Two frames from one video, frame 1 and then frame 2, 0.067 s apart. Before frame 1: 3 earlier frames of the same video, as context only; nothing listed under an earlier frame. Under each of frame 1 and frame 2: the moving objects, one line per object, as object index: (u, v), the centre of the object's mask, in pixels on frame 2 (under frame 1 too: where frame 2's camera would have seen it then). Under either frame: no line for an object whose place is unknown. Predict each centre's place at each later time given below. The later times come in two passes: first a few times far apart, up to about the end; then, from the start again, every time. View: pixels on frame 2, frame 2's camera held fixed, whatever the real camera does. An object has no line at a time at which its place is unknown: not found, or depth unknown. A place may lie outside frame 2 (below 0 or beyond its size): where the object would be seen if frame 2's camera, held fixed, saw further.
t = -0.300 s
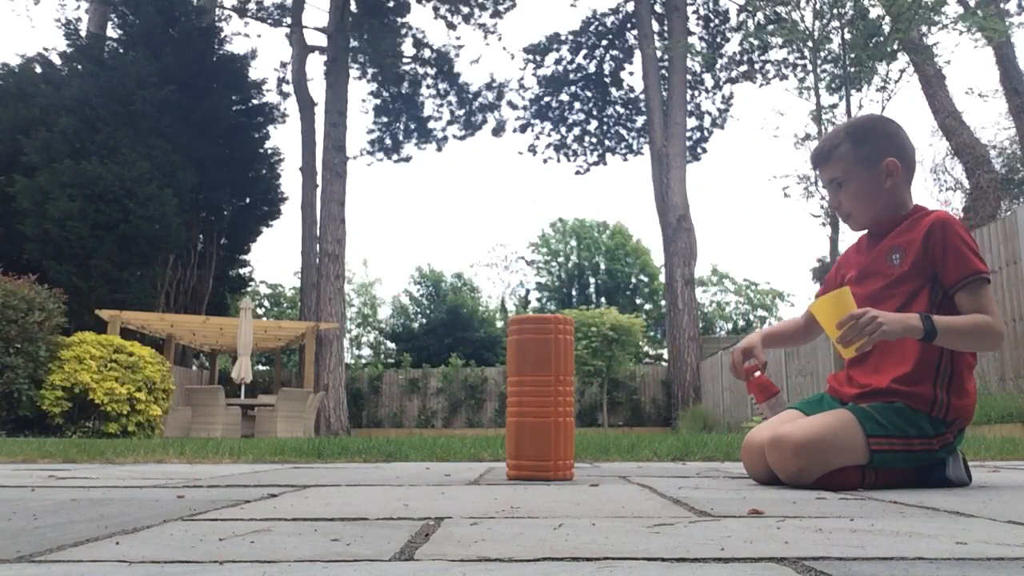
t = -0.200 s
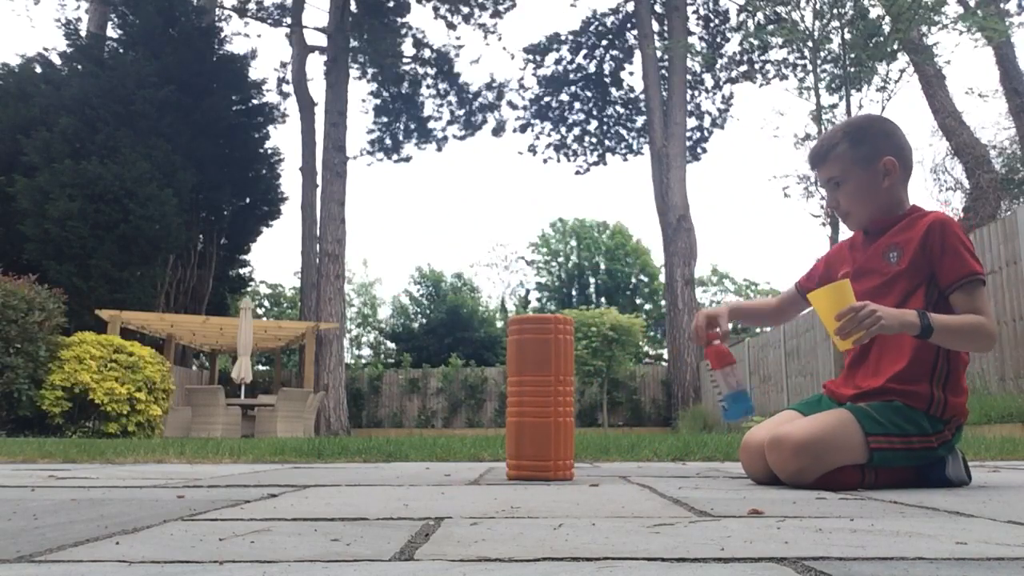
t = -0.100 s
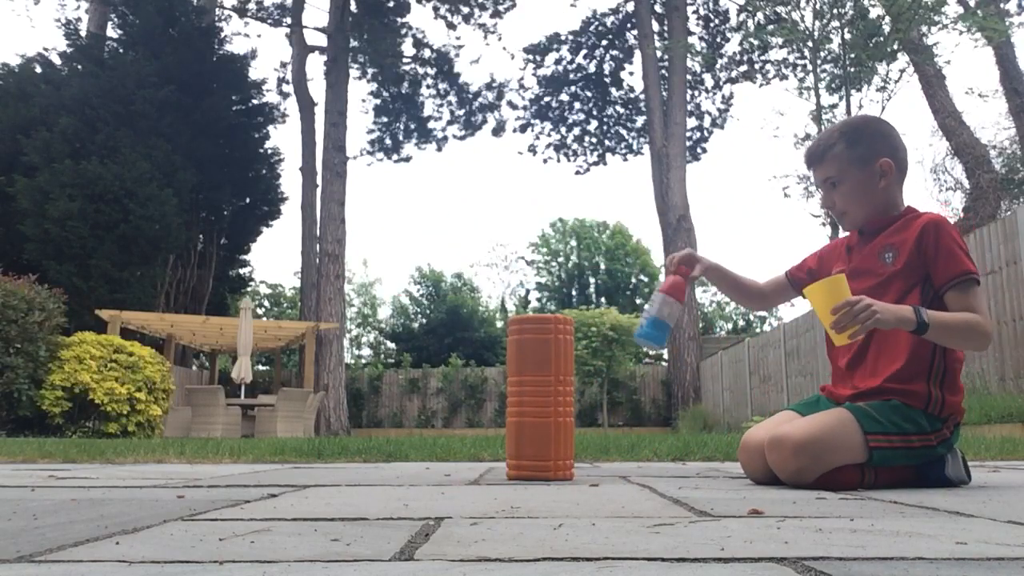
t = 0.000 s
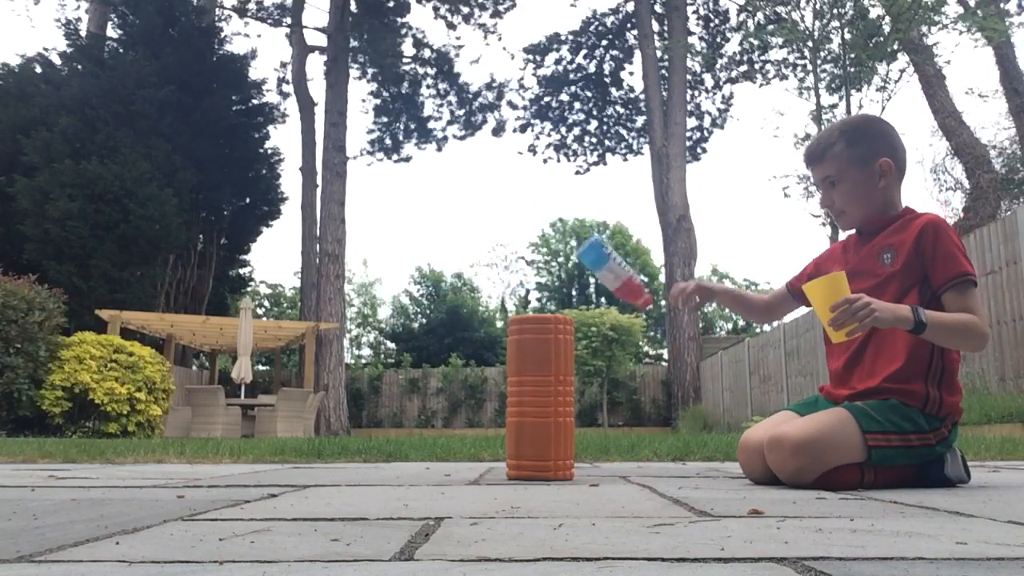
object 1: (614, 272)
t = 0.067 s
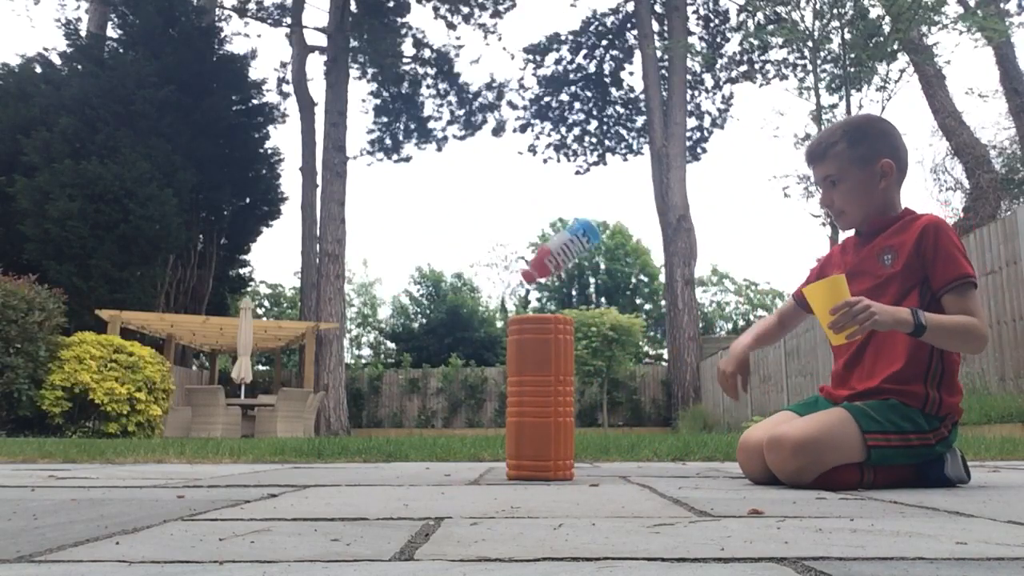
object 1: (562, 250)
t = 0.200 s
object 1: (516, 257)
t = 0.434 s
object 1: (439, 364)
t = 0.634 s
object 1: (372, 438)
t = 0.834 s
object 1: (336, 462)
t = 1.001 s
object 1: (332, 465)
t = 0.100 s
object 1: (548, 239)
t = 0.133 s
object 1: (539, 237)
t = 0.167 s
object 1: (529, 245)
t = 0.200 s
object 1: (516, 257)
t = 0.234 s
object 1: (504, 275)
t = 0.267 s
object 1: (493, 275)
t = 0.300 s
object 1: (482, 281)
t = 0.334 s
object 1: (471, 295)
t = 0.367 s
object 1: (461, 313)
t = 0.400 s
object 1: (450, 335)
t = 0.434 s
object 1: (439, 364)
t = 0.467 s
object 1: (428, 397)
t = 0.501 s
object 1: (415, 435)
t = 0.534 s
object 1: (407, 436)
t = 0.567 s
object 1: (395, 437)
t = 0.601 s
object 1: (383, 435)
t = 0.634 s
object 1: (372, 438)
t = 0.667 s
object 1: (360, 441)
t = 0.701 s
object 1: (350, 449)
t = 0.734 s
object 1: (339, 460)
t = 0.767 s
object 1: (336, 461)
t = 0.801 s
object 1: (337, 459)
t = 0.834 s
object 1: (336, 462)
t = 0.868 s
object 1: (334, 464)
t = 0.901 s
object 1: (333, 465)
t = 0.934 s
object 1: (332, 464)
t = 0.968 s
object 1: (333, 465)
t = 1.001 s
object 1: (332, 465)
